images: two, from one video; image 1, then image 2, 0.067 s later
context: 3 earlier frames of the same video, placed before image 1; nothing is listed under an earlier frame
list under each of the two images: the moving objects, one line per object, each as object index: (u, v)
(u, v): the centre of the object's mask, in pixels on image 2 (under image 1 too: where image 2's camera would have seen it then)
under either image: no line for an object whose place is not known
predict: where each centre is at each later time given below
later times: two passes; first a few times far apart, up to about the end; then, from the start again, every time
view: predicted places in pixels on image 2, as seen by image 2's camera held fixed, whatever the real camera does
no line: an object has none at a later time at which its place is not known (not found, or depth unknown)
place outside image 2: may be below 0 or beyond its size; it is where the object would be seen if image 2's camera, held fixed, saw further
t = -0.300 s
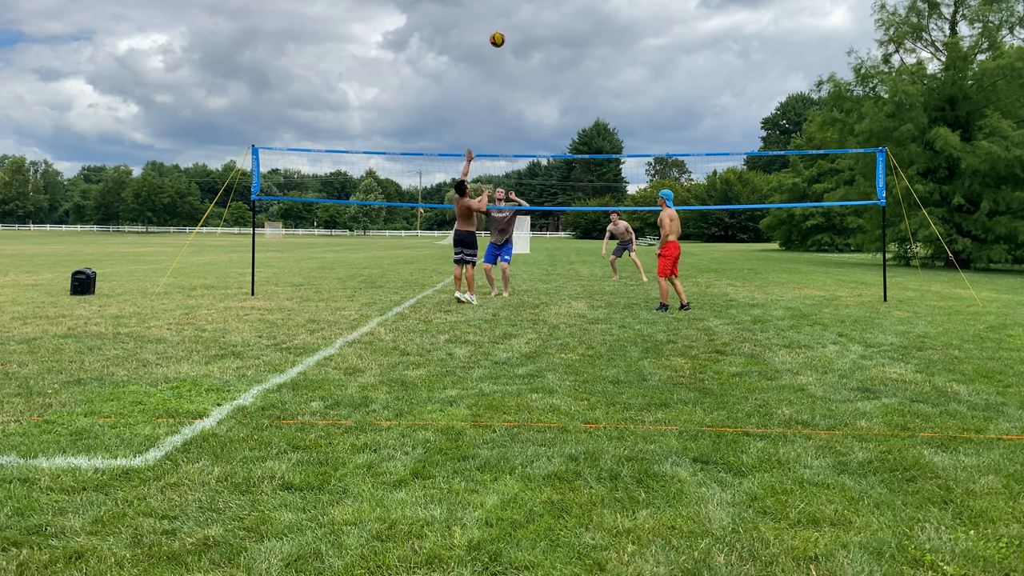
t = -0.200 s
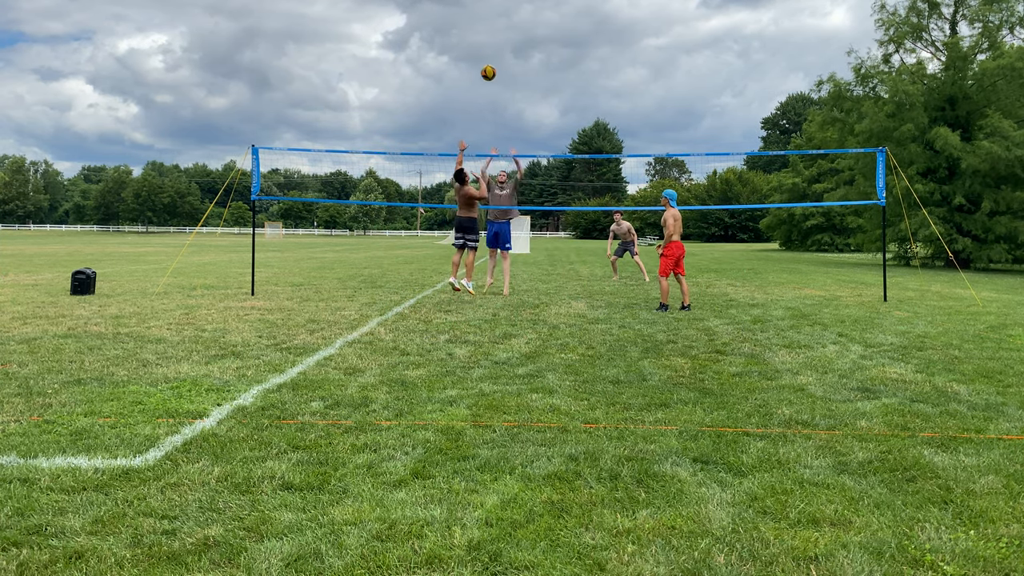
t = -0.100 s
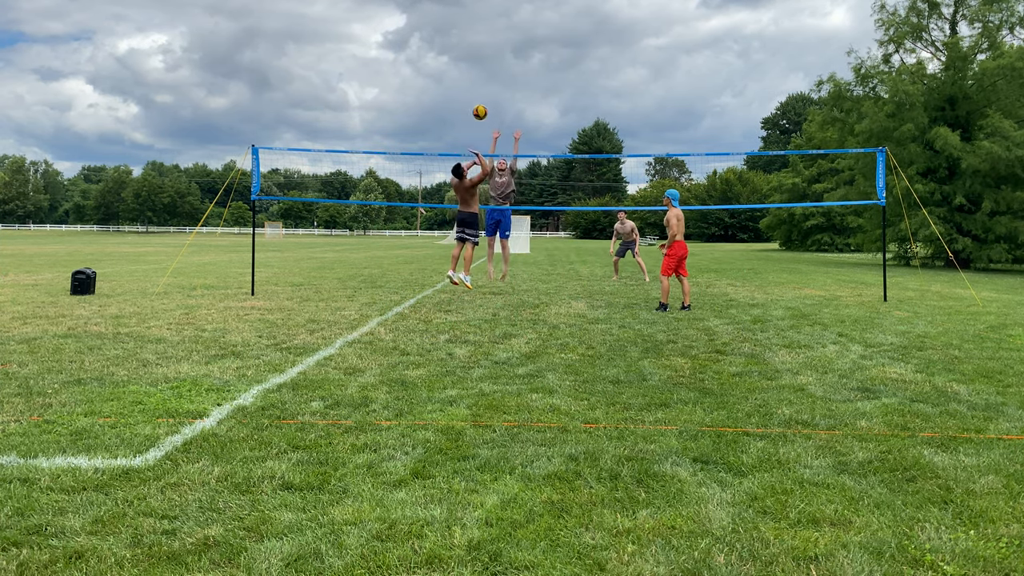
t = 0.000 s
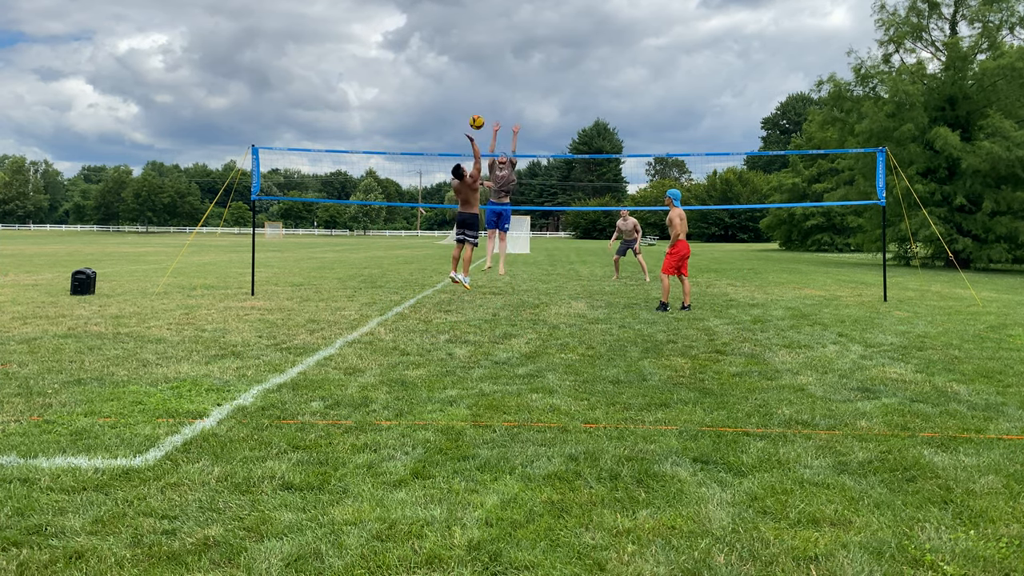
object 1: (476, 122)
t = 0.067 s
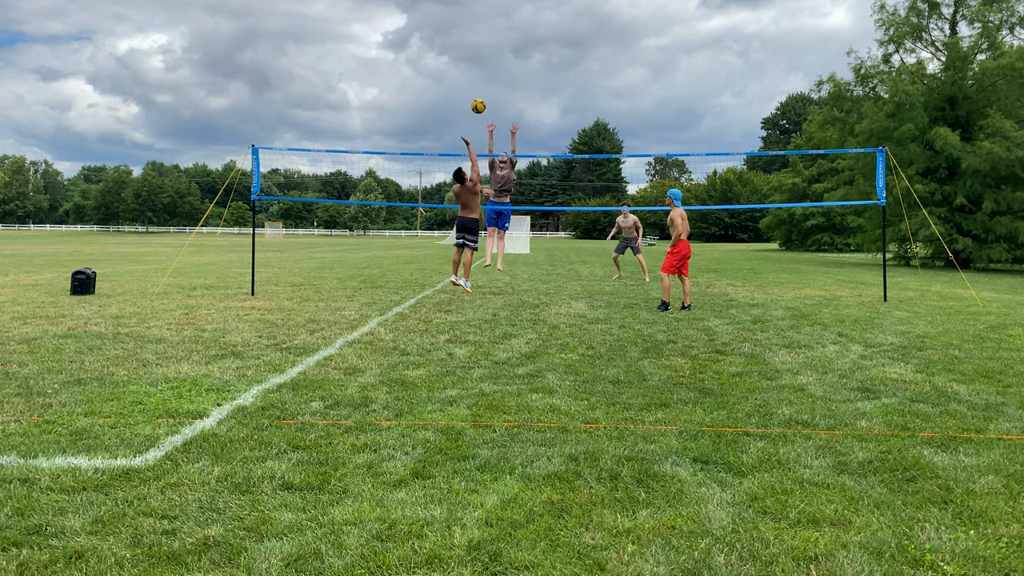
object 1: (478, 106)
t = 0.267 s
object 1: (483, 77)
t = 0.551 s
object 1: (491, 84)
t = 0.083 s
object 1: (478, 102)
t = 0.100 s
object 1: (479, 99)
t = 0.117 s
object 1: (479, 96)
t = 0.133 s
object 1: (480, 93)
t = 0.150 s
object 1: (480, 90)
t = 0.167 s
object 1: (481, 88)
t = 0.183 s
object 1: (481, 86)
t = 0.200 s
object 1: (482, 84)
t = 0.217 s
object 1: (482, 82)
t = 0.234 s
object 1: (482, 80)
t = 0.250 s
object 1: (483, 79)
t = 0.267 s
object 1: (483, 77)
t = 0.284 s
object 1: (484, 76)
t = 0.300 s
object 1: (484, 75)
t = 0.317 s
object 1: (485, 75)
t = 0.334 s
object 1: (485, 74)
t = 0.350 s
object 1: (486, 74)
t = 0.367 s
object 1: (486, 73)
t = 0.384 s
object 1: (487, 74)
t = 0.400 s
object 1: (487, 74)
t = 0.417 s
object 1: (488, 74)
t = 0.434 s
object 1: (488, 75)
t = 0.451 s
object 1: (488, 76)
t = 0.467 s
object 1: (489, 77)
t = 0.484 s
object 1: (489, 77)
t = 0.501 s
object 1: (490, 79)
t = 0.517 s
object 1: (490, 80)
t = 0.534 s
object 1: (491, 82)
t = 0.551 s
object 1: (491, 84)
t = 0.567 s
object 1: (492, 86)
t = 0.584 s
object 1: (492, 88)
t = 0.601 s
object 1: (493, 90)
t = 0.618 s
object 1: (493, 93)
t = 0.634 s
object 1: (494, 96)
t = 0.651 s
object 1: (494, 98)
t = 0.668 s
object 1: (494, 101)
